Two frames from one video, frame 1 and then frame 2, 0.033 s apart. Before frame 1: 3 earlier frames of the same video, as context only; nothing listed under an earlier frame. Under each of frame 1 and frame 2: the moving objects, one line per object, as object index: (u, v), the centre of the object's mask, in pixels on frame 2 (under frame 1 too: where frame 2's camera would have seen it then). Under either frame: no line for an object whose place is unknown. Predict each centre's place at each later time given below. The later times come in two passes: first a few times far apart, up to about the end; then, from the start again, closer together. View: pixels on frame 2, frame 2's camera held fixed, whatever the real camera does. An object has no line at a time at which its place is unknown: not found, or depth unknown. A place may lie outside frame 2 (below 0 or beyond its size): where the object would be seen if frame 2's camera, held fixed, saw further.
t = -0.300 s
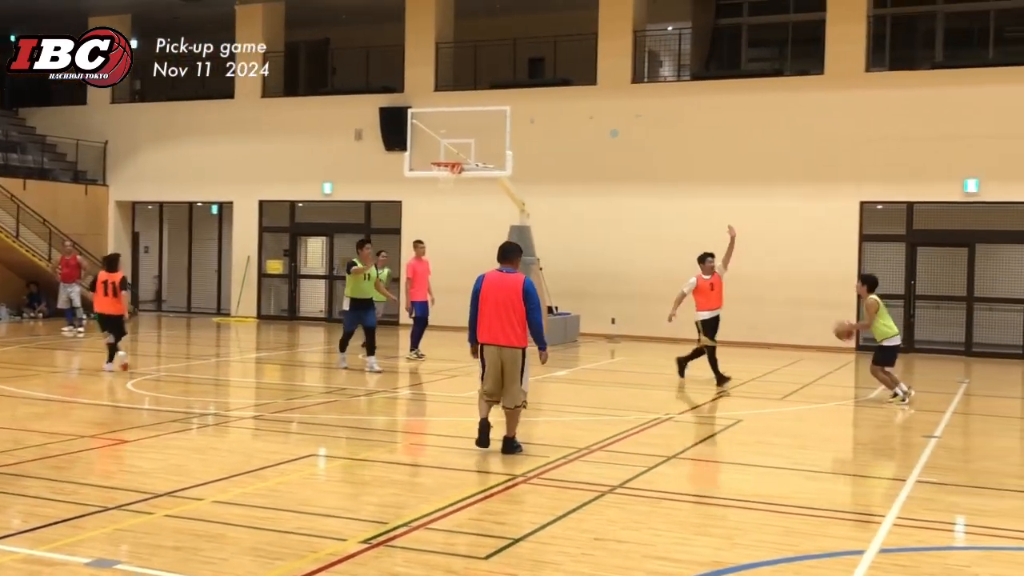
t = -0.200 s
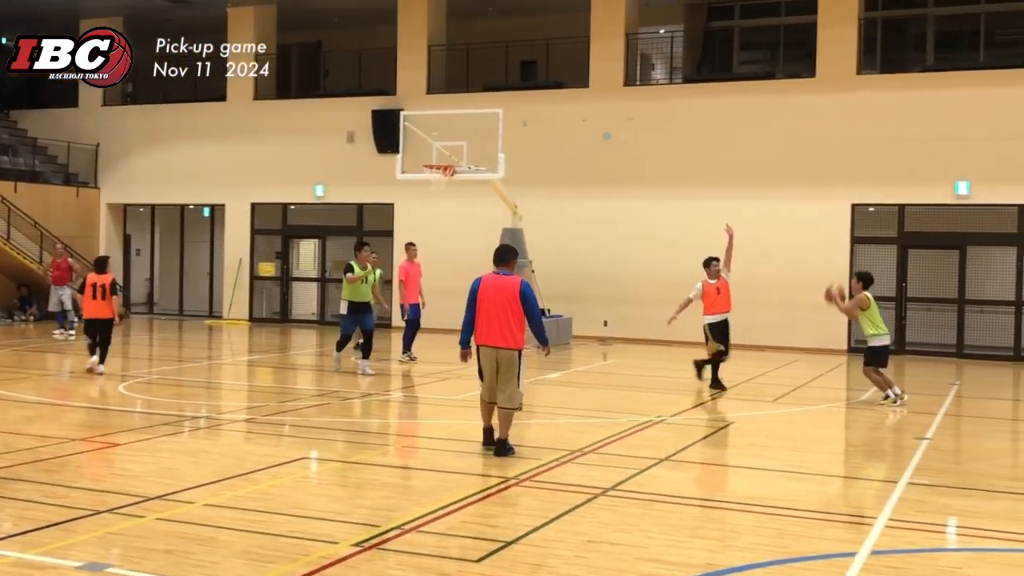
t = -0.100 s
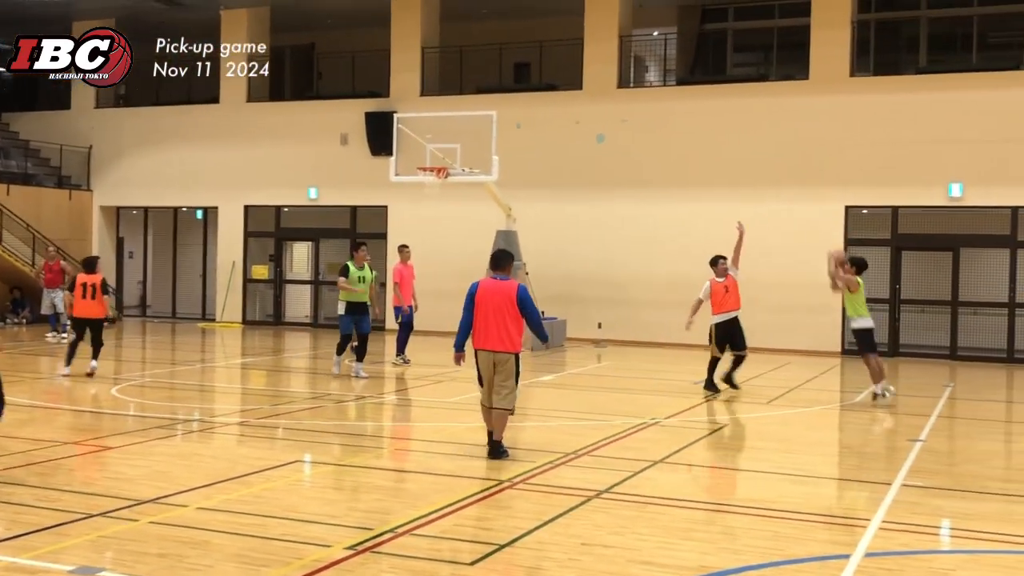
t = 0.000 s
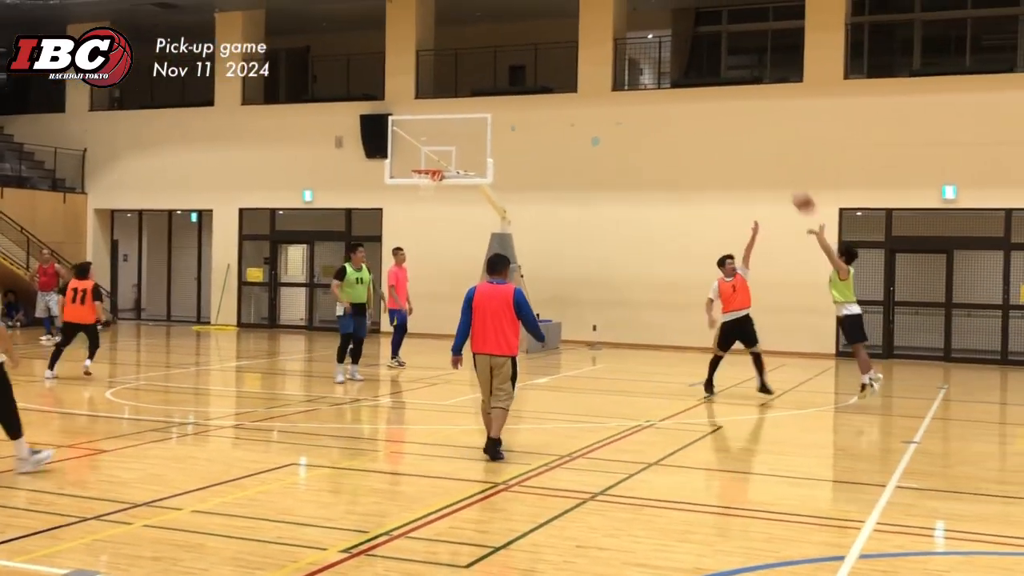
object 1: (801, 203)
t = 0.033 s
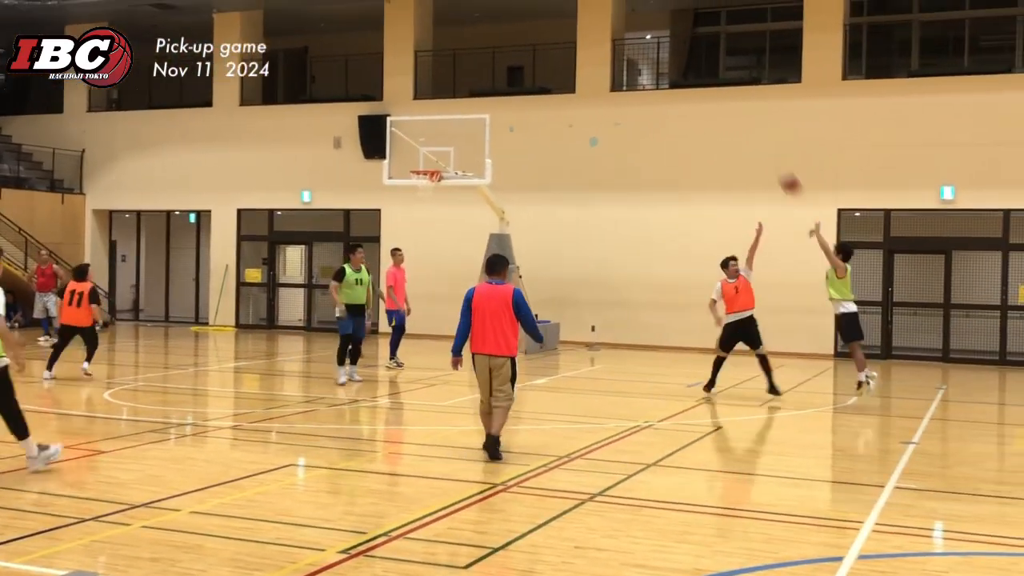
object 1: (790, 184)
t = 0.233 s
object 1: (720, 91)
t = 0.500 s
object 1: (640, 27)
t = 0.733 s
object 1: (577, 17)
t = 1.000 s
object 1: (511, 51)
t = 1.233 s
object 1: (460, 117)
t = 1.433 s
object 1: (421, 184)
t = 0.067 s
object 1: (779, 167)
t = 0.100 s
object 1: (767, 149)
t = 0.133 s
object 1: (756, 134)
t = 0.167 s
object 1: (743, 120)
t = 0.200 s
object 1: (732, 106)
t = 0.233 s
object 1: (720, 91)
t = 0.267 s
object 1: (711, 79)
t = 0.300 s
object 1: (700, 70)
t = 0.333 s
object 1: (690, 61)
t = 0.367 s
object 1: (680, 52)
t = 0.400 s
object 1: (671, 44)
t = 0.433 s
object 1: (658, 38)
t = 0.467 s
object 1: (650, 32)
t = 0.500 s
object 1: (640, 27)
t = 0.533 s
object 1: (630, 24)
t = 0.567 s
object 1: (621, 21)
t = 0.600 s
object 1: (613, 19)
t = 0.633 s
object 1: (603, 17)
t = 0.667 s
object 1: (593, 16)
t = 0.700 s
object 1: (586, 17)
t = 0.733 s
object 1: (577, 17)
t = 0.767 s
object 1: (568, 19)
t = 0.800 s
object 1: (559, 22)
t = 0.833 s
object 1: (551, 25)
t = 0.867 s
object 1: (543, 29)
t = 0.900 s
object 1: (534, 34)
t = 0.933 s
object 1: (526, 39)
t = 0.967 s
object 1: (518, 45)
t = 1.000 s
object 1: (511, 51)
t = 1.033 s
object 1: (503, 59)
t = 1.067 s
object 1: (496, 66)
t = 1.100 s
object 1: (488, 75)
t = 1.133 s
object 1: (481, 84)
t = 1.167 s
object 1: (474, 93)
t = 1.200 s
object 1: (467, 103)
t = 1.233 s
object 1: (460, 117)
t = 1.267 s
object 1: (453, 127)
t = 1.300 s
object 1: (446, 138)
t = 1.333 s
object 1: (439, 150)
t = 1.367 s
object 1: (432, 162)
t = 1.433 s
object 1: (421, 184)
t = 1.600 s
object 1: (407, 200)
